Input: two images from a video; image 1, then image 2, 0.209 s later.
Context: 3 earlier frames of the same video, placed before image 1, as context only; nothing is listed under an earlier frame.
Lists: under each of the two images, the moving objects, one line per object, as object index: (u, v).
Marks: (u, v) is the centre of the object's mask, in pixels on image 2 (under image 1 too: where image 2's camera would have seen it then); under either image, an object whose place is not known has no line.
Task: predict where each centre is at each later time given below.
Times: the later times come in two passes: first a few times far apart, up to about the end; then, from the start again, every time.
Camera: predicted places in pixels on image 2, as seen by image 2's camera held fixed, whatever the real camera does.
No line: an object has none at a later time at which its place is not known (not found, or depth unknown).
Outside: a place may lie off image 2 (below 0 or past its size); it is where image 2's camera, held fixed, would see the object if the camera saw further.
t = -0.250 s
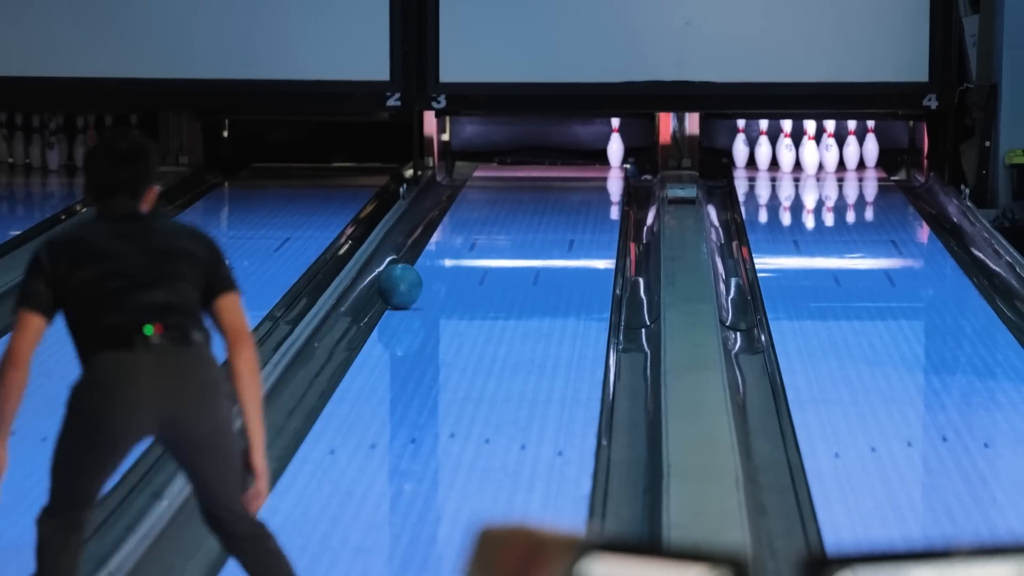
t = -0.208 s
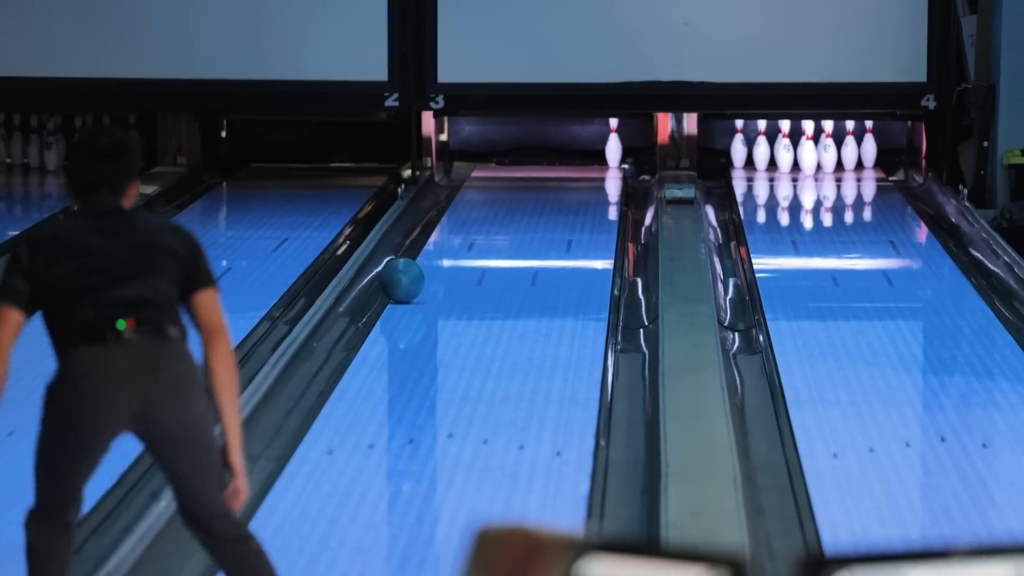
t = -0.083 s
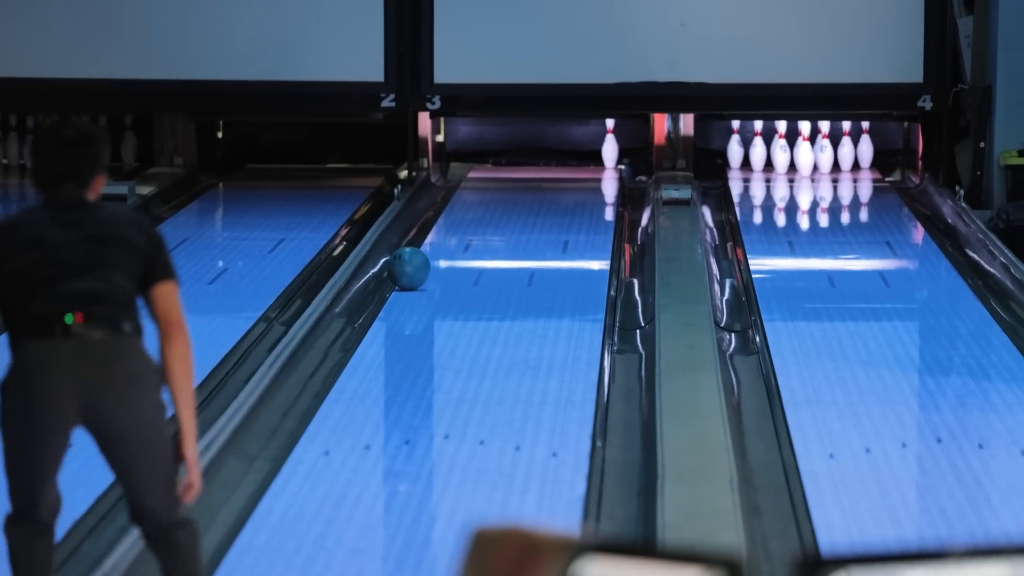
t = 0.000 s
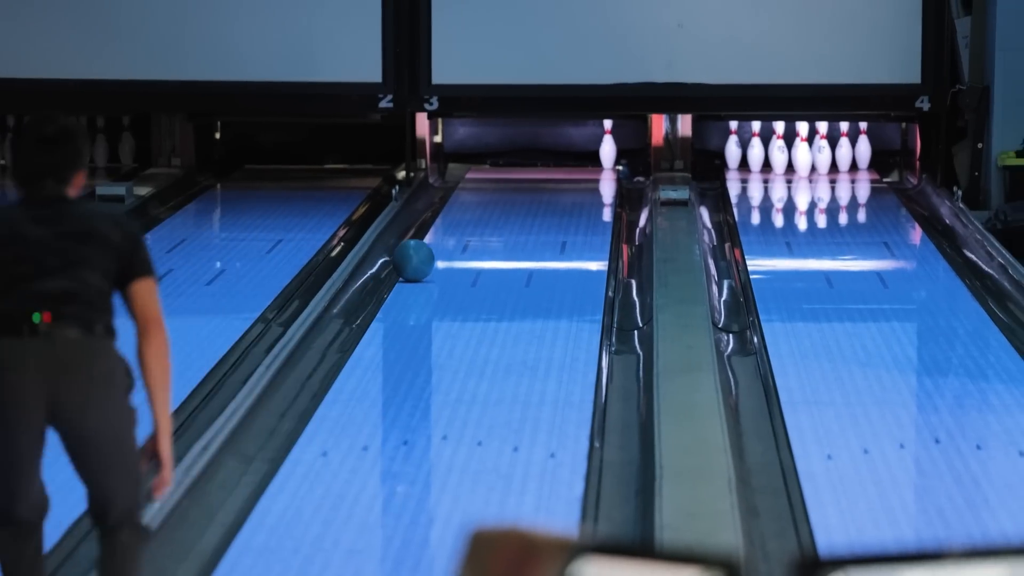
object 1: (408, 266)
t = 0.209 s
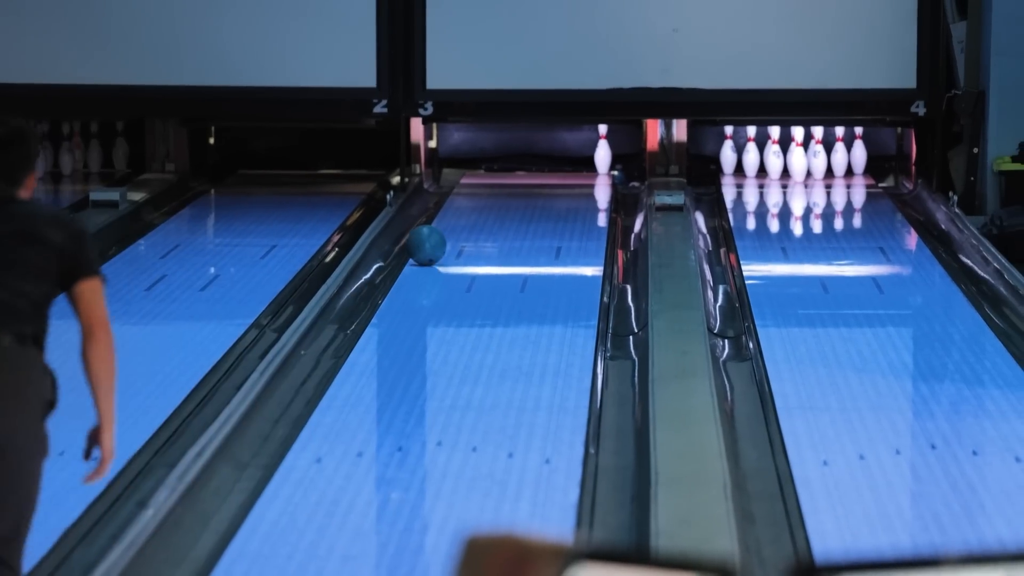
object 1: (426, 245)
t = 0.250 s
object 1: (429, 242)
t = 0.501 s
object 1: (450, 221)
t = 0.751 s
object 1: (473, 202)
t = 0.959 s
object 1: (496, 189)
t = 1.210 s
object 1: (525, 176)
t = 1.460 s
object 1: (554, 163)
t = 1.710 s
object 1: (577, 160)
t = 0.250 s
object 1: (429, 242)
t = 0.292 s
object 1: (432, 238)
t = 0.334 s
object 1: (435, 235)
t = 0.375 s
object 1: (439, 231)
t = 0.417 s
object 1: (442, 228)
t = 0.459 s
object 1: (447, 224)
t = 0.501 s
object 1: (450, 221)
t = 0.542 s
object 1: (454, 218)
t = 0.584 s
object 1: (457, 214)
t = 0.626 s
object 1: (462, 210)
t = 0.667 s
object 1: (465, 207)
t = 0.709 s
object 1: (470, 204)
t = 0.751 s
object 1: (473, 202)
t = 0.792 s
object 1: (479, 199)
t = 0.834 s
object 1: (482, 196)
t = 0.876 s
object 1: (487, 193)
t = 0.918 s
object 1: (491, 191)
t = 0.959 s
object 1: (496, 189)
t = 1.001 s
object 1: (500, 187)
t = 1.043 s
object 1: (506, 184)
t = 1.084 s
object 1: (509, 182)
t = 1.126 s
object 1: (515, 180)
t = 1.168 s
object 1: (519, 178)
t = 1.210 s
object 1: (525, 176)
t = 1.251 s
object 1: (528, 174)
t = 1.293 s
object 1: (534, 172)
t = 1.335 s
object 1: (538, 170)
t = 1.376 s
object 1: (544, 168)
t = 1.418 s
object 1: (548, 166)
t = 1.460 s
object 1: (554, 163)
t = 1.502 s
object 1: (558, 162)
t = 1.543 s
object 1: (565, 160)
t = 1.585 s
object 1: (569, 158)
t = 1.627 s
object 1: (575, 156)
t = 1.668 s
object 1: (576, 155)
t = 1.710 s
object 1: (577, 160)
